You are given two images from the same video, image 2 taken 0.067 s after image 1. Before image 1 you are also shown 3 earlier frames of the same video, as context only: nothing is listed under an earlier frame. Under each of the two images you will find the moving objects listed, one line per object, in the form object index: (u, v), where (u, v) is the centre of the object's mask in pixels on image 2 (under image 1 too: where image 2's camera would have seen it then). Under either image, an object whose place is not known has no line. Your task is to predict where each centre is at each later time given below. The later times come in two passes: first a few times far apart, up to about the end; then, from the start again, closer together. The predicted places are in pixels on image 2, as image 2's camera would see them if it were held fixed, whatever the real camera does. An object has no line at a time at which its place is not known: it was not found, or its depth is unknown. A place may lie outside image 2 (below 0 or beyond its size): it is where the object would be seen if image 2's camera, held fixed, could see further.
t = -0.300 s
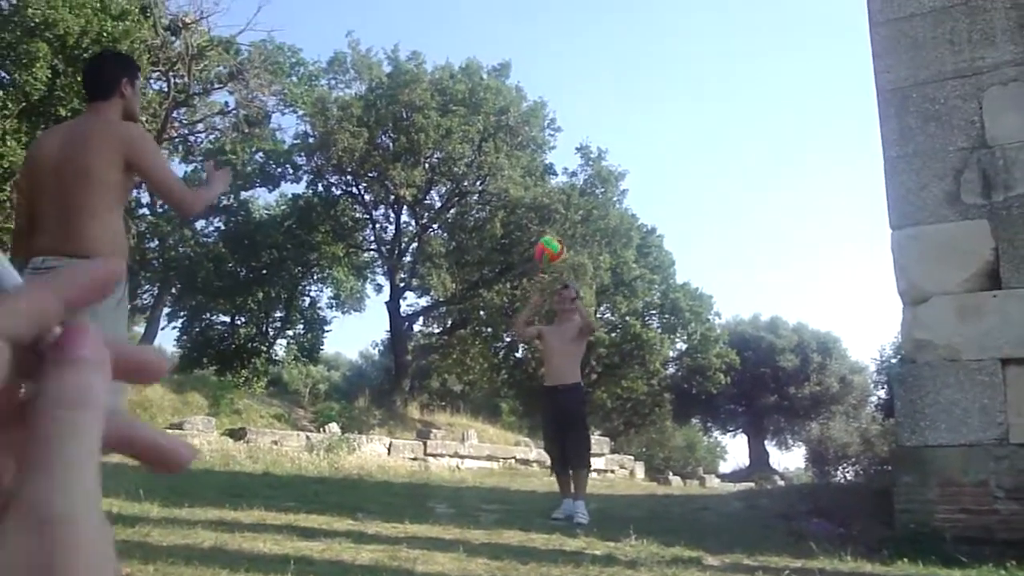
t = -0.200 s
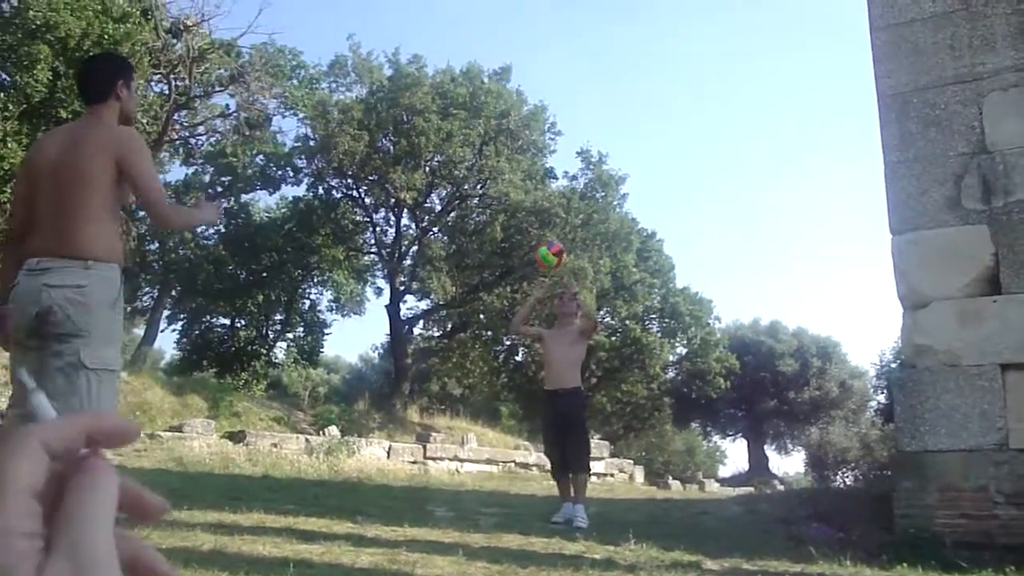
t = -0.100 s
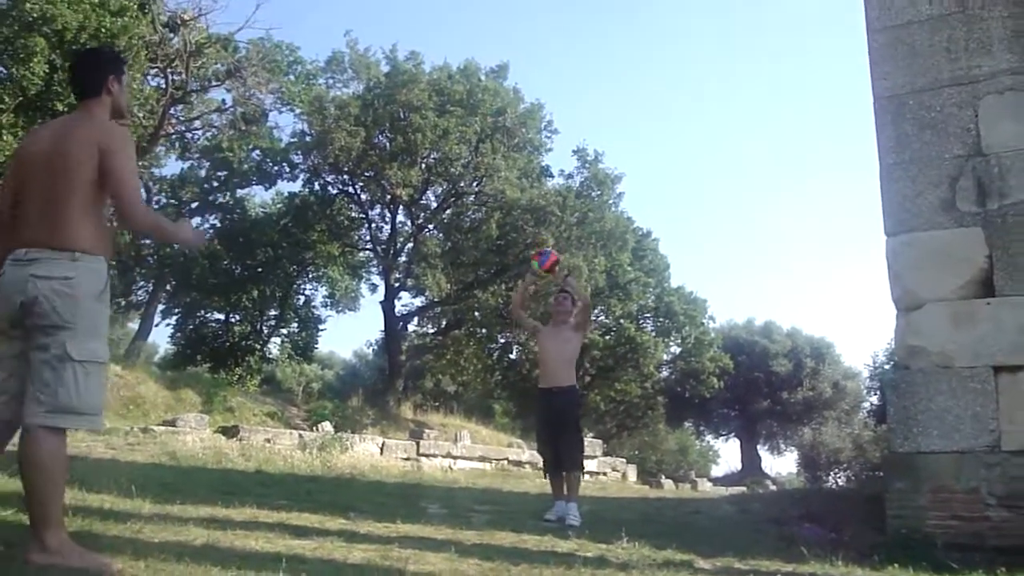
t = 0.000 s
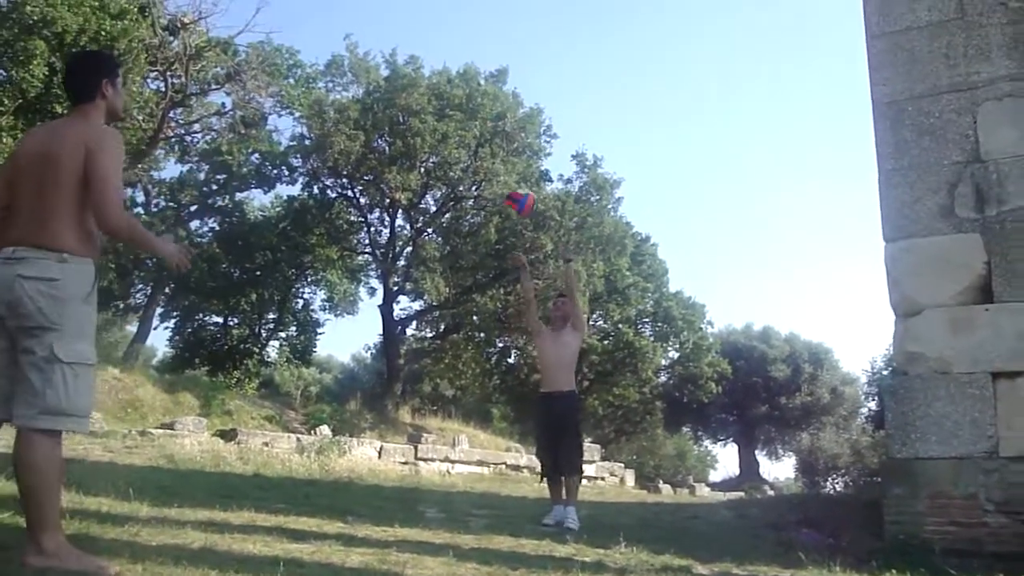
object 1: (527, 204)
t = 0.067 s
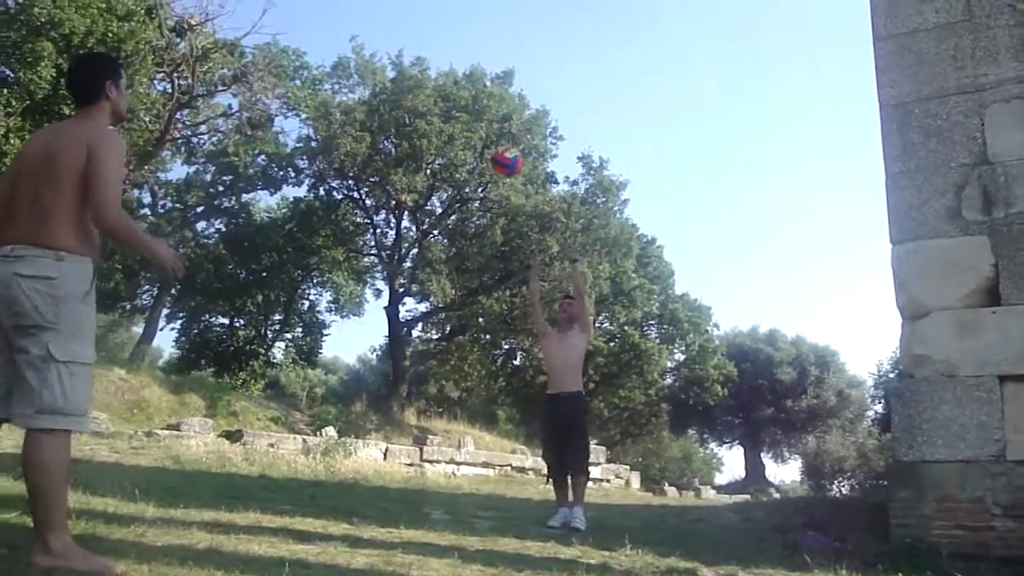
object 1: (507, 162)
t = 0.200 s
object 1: (460, 89)
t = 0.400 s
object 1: (377, 13)
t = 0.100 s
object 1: (496, 141)
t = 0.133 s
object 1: (486, 123)
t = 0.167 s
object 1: (474, 106)
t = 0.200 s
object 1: (460, 89)
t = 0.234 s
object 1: (449, 73)
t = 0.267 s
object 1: (436, 59)
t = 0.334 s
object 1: (409, 34)
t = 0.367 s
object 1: (394, 23)
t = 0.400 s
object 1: (377, 13)
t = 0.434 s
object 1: (360, 9)
